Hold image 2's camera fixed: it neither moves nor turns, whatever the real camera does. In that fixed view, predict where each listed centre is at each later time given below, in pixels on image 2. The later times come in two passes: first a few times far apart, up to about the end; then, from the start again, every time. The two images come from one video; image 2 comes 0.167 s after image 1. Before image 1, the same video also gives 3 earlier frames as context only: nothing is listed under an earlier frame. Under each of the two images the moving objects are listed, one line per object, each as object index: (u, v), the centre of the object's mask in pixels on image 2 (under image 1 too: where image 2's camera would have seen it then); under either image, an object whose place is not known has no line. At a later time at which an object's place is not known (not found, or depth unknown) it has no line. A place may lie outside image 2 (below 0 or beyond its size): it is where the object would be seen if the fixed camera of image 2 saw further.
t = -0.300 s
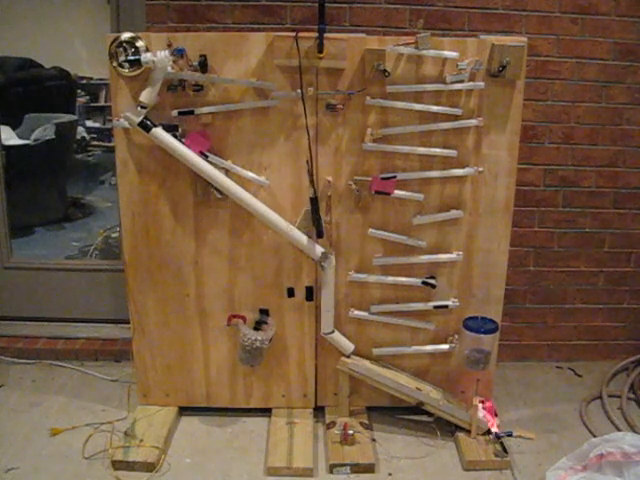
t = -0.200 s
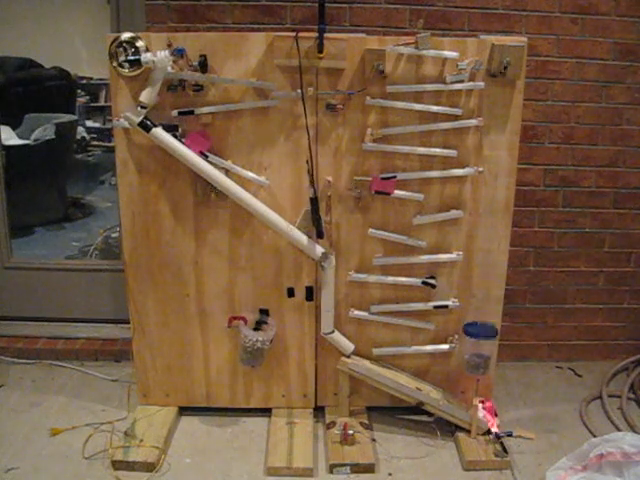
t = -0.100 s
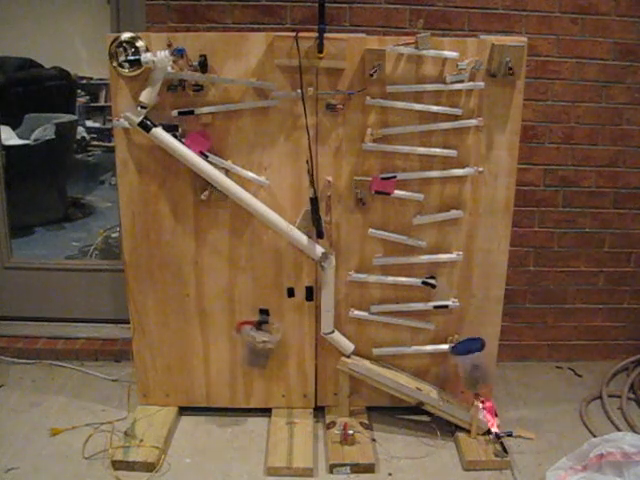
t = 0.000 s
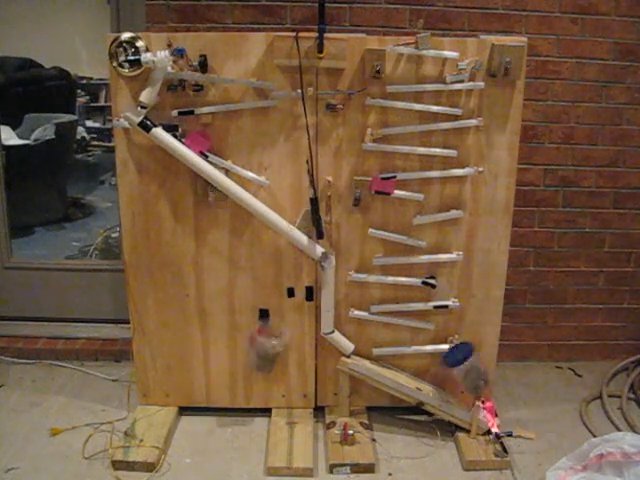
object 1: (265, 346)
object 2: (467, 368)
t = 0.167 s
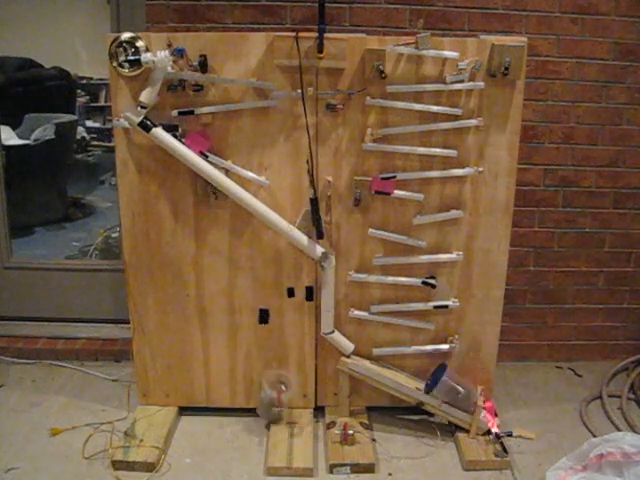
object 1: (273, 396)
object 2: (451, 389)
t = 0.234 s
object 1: (269, 395)
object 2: (451, 389)
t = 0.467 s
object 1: (244, 415)
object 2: (451, 389)
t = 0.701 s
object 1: (220, 427)
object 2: (451, 389)
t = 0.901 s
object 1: (235, 424)
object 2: (451, 389)
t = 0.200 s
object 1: (271, 394)
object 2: (451, 389)
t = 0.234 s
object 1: (269, 395)
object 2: (451, 389)
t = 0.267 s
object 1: (268, 400)
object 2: (450, 389)
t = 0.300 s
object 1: (264, 400)
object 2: (451, 389)
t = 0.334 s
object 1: (261, 400)
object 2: (451, 389)
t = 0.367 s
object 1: (258, 402)
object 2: (451, 389)
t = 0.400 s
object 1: (253, 404)
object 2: (451, 389)
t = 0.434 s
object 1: (248, 412)
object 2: (451, 389)
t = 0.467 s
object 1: (244, 415)
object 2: (451, 389)
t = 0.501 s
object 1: (239, 417)
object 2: (451, 389)
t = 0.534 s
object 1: (233, 420)
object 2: (451, 389)
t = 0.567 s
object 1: (231, 422)
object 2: (451, 389)
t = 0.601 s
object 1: (229, 422)
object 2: (451, 389)
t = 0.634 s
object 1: (230, 422)
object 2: (451, 389)
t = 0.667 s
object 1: (221, 426)
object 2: (451, 389)
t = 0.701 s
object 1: (220, 427)
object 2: (451, 389)
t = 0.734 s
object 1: (215, 429)
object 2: (451, 389)
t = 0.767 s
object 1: (215, 430)
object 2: (451, 389)
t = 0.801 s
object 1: (232, 424)
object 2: (451, 389)
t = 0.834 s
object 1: (235, 422)
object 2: (451, 389)
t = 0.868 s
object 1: (235, 423)
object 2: (451, 389)
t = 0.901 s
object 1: (235, 424)
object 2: (451, 389)
